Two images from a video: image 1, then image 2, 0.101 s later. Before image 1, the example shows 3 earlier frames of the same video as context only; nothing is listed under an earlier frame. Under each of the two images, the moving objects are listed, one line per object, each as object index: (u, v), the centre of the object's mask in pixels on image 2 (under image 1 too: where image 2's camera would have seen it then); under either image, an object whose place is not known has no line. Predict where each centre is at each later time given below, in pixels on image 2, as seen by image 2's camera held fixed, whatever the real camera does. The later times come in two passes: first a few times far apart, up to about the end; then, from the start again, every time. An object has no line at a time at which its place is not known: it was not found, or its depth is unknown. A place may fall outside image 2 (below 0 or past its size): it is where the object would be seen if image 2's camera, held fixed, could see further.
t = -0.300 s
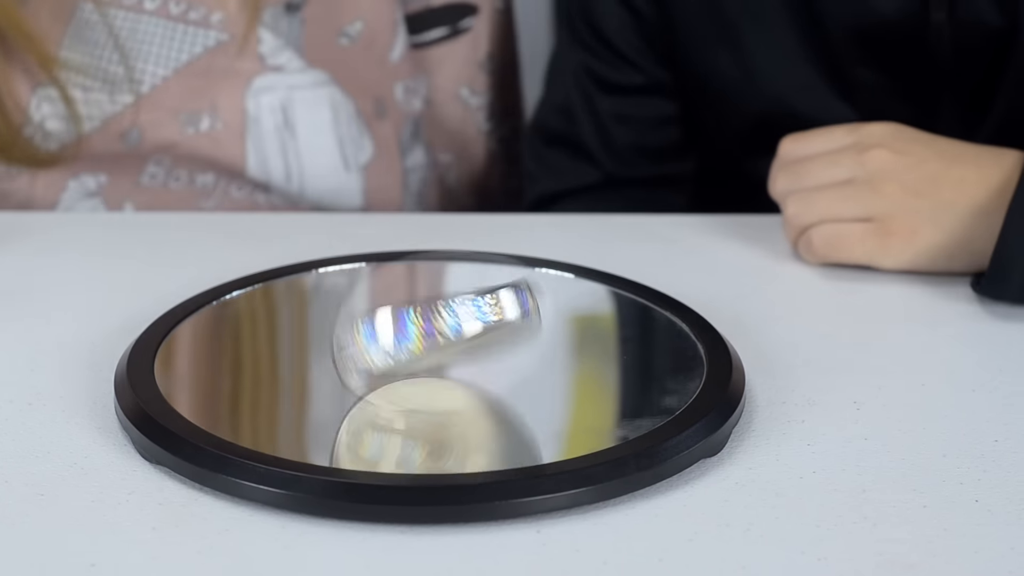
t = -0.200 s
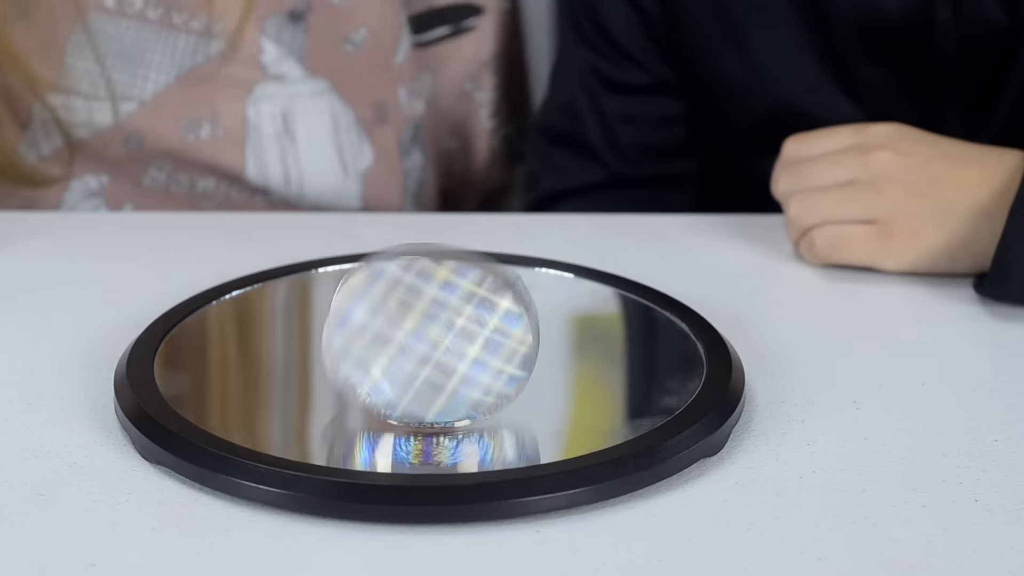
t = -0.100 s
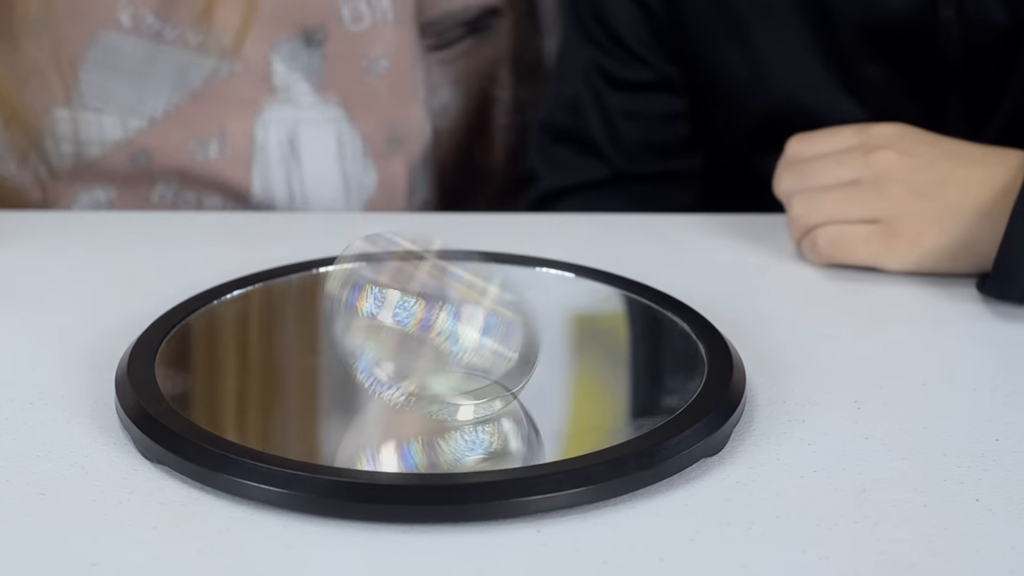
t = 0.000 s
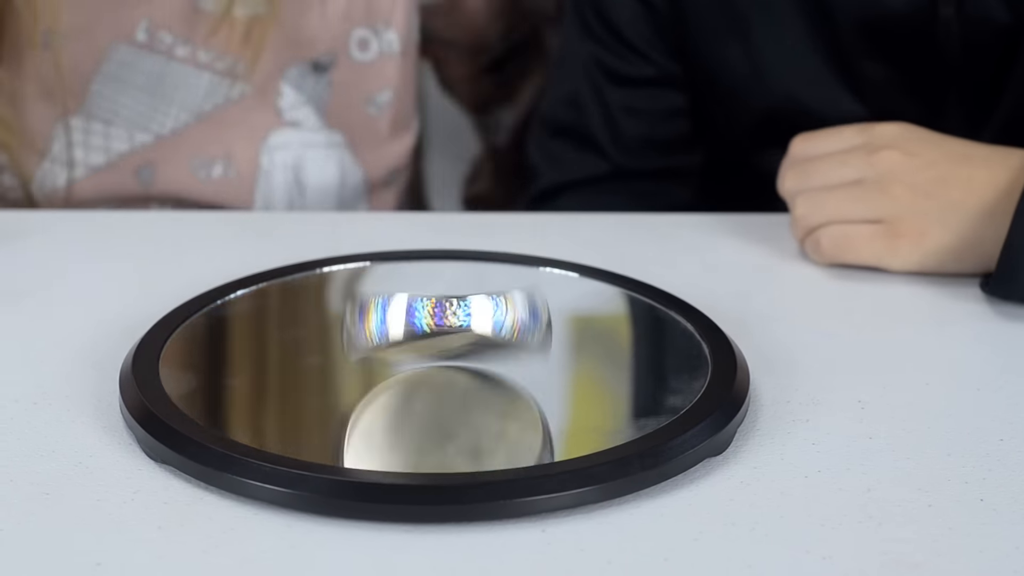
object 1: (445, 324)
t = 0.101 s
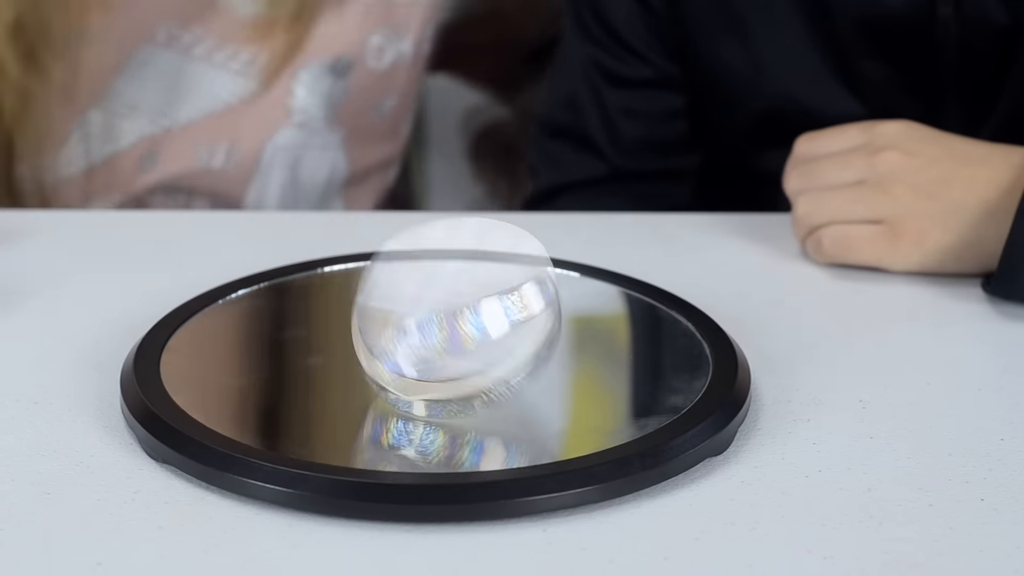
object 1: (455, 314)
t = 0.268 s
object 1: (461, 320)
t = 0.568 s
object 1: (457, 324)
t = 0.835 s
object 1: (447, 327)
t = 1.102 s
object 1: (472, 325)
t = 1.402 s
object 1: (464, 333)
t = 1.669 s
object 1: (460, 320)
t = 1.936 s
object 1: (478, 321)
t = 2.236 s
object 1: (481, 324)
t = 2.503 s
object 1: (471, 323)
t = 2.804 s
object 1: (486, 325)
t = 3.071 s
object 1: (487, 333)
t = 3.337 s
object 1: (475, 334)
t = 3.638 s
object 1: (497, 319)
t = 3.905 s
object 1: (487, 340)
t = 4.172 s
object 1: (468, 324)
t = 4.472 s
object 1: (499, 323)
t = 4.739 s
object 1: (483, 330)
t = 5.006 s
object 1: (479, 322)
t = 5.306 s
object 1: (485, 316)
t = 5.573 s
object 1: (490, 328)
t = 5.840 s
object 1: (469, 320)
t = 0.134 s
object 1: (446, 326)
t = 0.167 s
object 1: (467, 341)
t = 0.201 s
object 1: (475, 327)
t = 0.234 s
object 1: (473, 328)
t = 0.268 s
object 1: (461, 320)
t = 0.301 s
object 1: (475, 324)
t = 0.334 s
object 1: (472, 340)
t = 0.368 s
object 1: (462, 328)
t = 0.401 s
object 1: (459, 321)
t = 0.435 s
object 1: (463, 326)
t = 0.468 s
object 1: (456, 336)
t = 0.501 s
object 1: (451, 335)
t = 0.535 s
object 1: (437, 315)
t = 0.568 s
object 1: (457, 324)
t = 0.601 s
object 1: (450, 336)
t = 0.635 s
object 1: (449, 333)
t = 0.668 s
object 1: (444, 325)
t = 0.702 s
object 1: (461, 323)
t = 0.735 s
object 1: (450, 328)
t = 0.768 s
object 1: (455, 330)
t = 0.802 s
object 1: (452, 324)
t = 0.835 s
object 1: (447, 327)
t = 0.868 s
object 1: (459, 330)
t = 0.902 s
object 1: (462, 326)
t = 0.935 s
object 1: (460, 323)
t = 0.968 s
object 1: (458, 315)
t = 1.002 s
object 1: (477, 345)
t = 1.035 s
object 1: (468, 328)
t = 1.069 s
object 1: (467, 325)
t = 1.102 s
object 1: (472, 325)
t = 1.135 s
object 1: (485, 325)
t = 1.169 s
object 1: (477, 332)
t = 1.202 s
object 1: (471, 321)
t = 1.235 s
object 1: (472, 316)
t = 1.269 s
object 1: (467, 318)
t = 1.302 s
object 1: (469, 345)
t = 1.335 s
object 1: (475, 332)
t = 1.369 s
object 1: (462, 310)
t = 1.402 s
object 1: (464, 333)
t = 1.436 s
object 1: (465, 344)
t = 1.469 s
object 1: (465, 340)
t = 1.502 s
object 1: (462, 337)
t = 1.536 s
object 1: (475, 324)
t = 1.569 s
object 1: (453, 332)
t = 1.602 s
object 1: (454, 334)
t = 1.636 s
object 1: (451, 330)
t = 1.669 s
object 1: (460, 320)
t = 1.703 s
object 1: (459, 325)
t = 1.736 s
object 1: (463, 319)
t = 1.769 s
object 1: (459, 315)
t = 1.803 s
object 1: (462, 327)
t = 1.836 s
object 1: (474, 331)
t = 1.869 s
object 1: (483, 318)
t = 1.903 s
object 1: (480, 313)
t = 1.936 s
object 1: (478, 321)
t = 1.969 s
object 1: (491, 314)
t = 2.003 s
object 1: (494, 332)
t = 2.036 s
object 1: (479, 323)
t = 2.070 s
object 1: (482, 322)
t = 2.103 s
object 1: (483, 313)
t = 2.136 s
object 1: (482, 346)
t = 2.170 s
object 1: (479, 334)
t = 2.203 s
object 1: (471, 314)
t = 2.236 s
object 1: (481, 324)
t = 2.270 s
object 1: (466, 337)
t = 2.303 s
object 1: (465, 337)
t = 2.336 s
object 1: (461, 333)
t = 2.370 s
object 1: (488, 328)
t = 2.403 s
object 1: (465, 329)
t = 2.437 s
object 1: (465, 331)
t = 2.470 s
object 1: (464, 328)
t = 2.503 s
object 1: (471, 323)
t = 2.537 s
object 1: (473, 327)
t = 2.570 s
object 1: (476, 325)
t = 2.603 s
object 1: (473, 319)
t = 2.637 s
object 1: (468, 321)
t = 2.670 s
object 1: (480, 329)
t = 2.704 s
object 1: (482, 321)
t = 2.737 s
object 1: (482, 322)
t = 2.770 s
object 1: (485, 324)
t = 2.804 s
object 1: (486, 325)
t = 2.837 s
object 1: (486, 326)
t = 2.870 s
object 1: (483, 324)
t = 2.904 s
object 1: (492, 318)
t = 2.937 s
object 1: (485, 329)
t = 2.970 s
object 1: (487, 333)
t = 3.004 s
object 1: (485, 326)
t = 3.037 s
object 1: (482, 322)
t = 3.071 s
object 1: (487, 333)
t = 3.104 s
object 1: (485, 337)
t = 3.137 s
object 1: (480, 328)
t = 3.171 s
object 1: (468, 325)
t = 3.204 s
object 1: (478, 336)
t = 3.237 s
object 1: (475, 334)
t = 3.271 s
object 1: (471, 330)
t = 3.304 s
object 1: (464, 332)
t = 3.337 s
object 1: (475, 334)
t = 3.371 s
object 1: (469, 326)
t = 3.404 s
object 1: (469, 324)
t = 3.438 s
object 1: (469, 326)
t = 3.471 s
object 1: (487, 323)
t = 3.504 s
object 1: (476, 319)
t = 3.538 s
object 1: (479, 317)
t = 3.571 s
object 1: (479, 303)
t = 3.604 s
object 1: (493, 308)
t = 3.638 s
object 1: (497, 319)
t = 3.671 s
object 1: (494, 311)
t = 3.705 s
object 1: (487, 322)
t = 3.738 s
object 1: (502, 333)
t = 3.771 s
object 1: (503, 324)
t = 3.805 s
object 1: (500, 326)
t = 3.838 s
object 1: (494, 324)
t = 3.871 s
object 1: (510, 322)
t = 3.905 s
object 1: (487, 340)
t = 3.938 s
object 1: (487, 336)
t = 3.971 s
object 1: (478, 329)
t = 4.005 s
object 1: (489, 315)
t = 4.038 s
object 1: (473, 330)
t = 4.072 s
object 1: (470, 333)
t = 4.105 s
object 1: (464, 326)
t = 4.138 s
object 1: (469, 306)
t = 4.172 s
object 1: (468, 324)
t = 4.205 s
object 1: (472, 319)
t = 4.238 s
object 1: (470, 317)
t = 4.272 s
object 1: (480, 321)
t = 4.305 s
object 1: (467, 336)
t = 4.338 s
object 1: (487, 313)
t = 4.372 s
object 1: (479, 318)
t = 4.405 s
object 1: (491, 324)
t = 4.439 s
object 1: (496, 323)
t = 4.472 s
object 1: (499, 323)
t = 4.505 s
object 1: (498, 320)
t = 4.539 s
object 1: (511, 314)
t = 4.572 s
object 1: (499, 336)
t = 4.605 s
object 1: (496, 330)
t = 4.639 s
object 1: (495, 323)
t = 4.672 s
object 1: (494, 317)
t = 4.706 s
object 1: (489, 333)
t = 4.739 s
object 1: (483, 330)
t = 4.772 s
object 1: (480, 327)
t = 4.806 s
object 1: (467, 316)
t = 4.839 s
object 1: (484, 336)
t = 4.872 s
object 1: (478, 327)
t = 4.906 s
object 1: (476, 327)
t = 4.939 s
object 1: (465, 331)
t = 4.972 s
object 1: (481, 326)
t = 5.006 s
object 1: (479, 322)
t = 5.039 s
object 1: (466, 315)
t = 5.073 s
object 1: (466, 321)
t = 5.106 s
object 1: (477, 305)
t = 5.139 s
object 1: (485, 318)
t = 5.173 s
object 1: (480, 315)
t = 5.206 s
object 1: (484, 293)
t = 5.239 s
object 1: (490, 321)
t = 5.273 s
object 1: (488, 320)
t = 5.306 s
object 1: (485, 316)
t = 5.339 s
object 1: (491, 317)
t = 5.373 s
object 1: (500, 320)
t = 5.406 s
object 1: (491, 321)
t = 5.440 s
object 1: (489, 315)
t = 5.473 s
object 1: (486, 319)
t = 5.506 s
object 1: (502, 326)
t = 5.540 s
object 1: (490, 322)
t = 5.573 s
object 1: (490, 328)
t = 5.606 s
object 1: (485, 316)
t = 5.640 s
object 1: (496, 316)
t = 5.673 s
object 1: (483, 329)
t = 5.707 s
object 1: (476, 325)
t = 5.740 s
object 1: (468, 323)
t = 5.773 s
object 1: (464, 302)
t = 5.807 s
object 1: (476, 318)
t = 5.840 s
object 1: (469, 320)
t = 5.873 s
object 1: (465, 298)
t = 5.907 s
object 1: (477, 317)
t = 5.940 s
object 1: (473, 319)
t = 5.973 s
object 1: (470, 314)
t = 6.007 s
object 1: (481, 321)
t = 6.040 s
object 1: (492, 316)
